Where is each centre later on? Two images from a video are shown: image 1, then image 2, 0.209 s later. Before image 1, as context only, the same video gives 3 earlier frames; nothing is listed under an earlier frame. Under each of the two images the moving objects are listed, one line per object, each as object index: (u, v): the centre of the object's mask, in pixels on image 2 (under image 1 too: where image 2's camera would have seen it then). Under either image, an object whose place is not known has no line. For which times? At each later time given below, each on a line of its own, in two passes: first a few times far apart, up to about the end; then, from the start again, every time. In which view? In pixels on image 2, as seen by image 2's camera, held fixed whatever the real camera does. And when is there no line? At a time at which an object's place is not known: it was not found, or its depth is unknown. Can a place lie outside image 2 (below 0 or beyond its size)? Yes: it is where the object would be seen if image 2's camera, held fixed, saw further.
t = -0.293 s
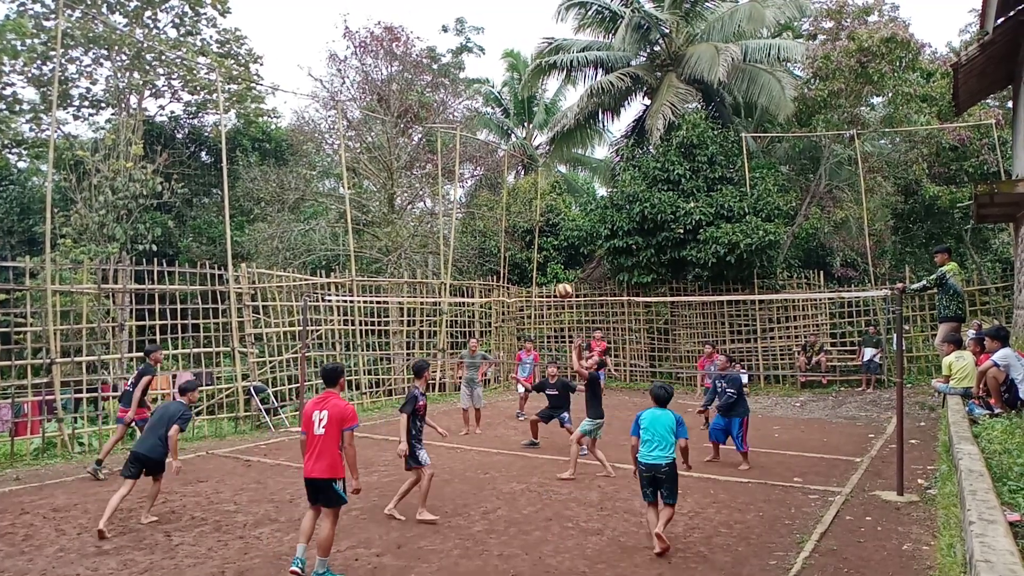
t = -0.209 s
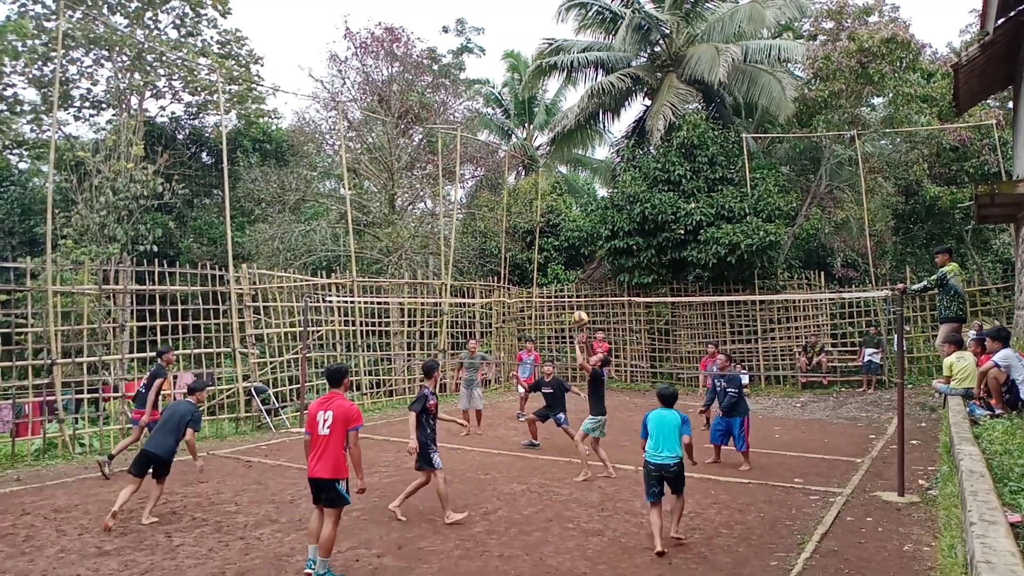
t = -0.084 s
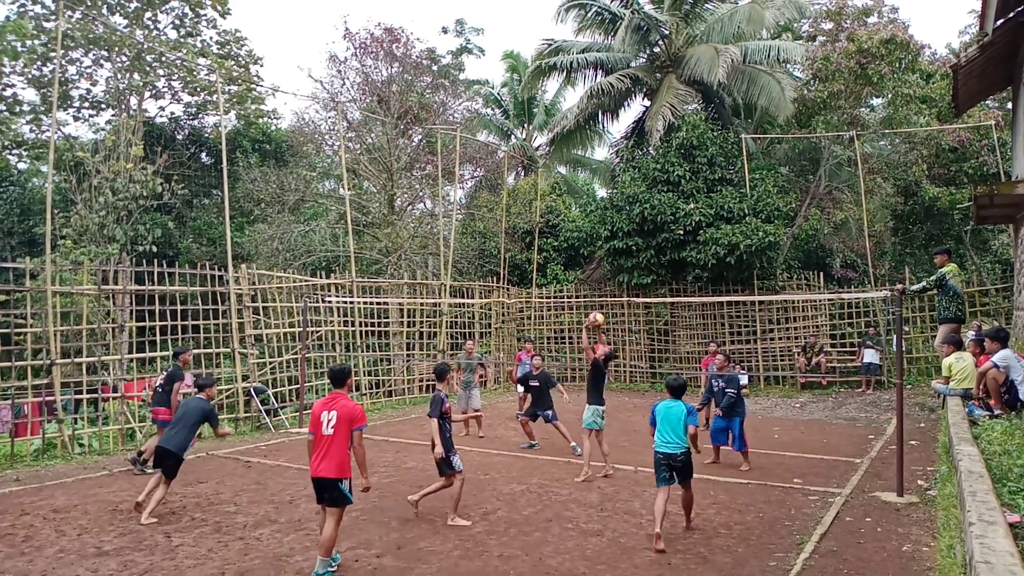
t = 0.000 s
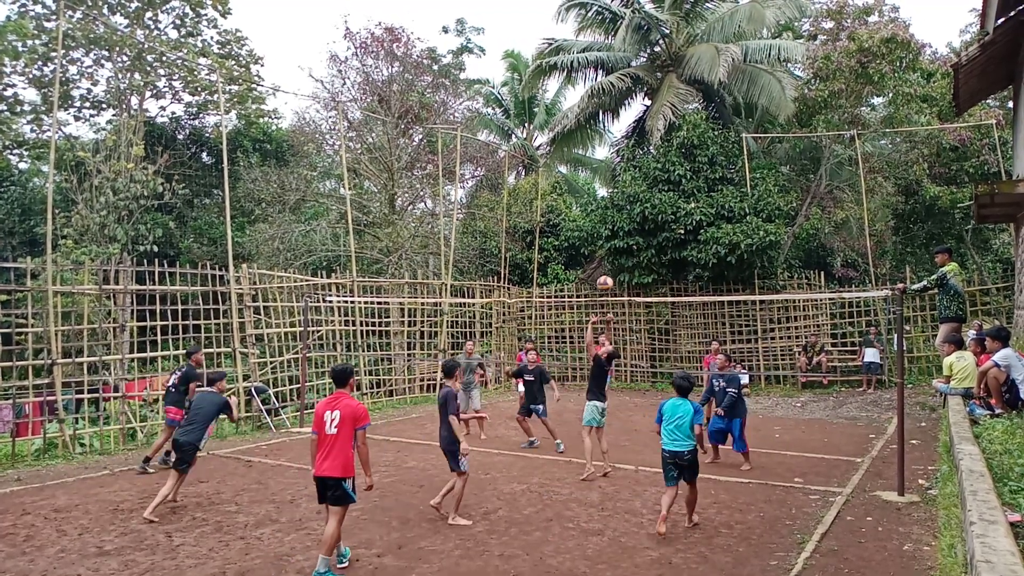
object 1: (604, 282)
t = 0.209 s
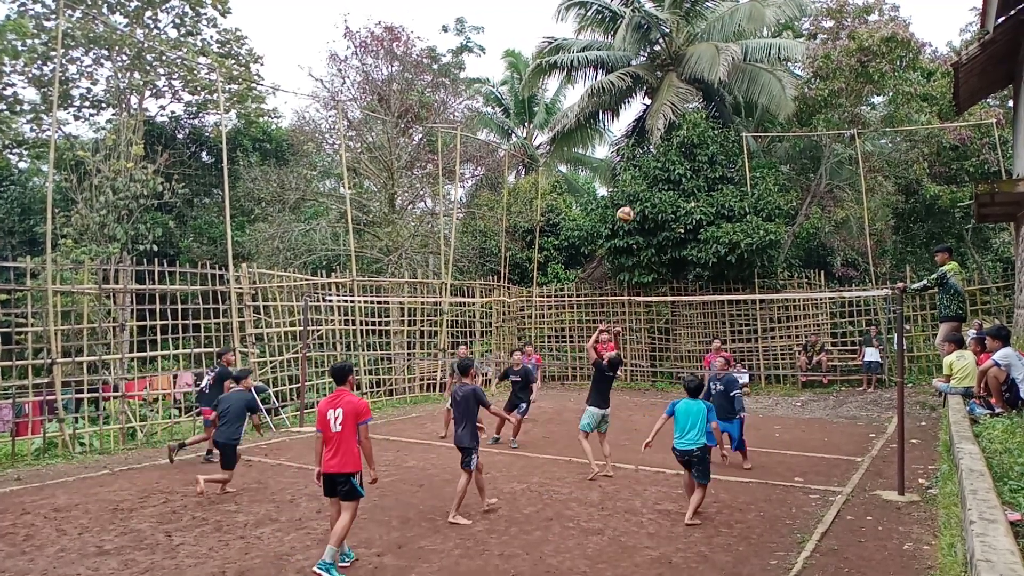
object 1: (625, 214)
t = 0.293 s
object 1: (633, 196)
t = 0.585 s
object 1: (662, 173)
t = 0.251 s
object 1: (629, 205)
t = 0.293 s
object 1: (633, 196)
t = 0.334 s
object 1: (637, 190)
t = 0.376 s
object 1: (641, 184)
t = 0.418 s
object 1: (646, 179)
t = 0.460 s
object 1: (650, 176)
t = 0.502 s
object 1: (653, 174)
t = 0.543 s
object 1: (658, 173)
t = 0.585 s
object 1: (662, 173)
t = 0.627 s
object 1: (666, 175)
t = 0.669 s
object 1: (670, 178)
